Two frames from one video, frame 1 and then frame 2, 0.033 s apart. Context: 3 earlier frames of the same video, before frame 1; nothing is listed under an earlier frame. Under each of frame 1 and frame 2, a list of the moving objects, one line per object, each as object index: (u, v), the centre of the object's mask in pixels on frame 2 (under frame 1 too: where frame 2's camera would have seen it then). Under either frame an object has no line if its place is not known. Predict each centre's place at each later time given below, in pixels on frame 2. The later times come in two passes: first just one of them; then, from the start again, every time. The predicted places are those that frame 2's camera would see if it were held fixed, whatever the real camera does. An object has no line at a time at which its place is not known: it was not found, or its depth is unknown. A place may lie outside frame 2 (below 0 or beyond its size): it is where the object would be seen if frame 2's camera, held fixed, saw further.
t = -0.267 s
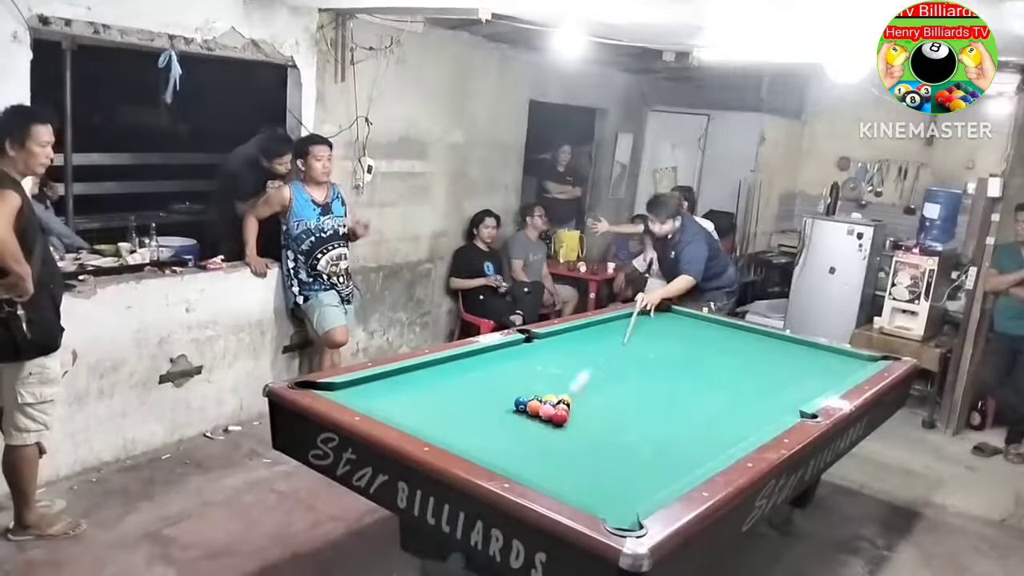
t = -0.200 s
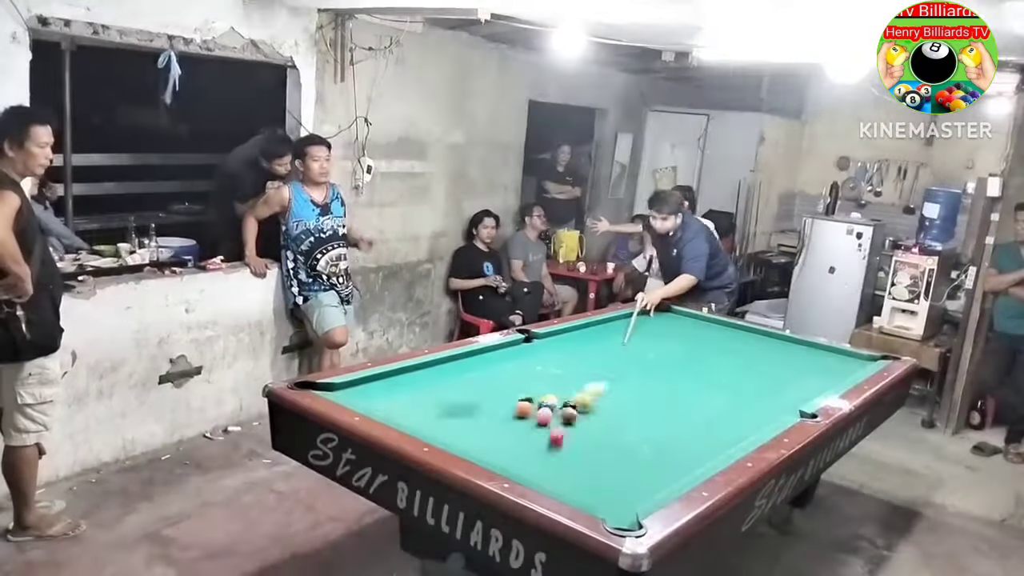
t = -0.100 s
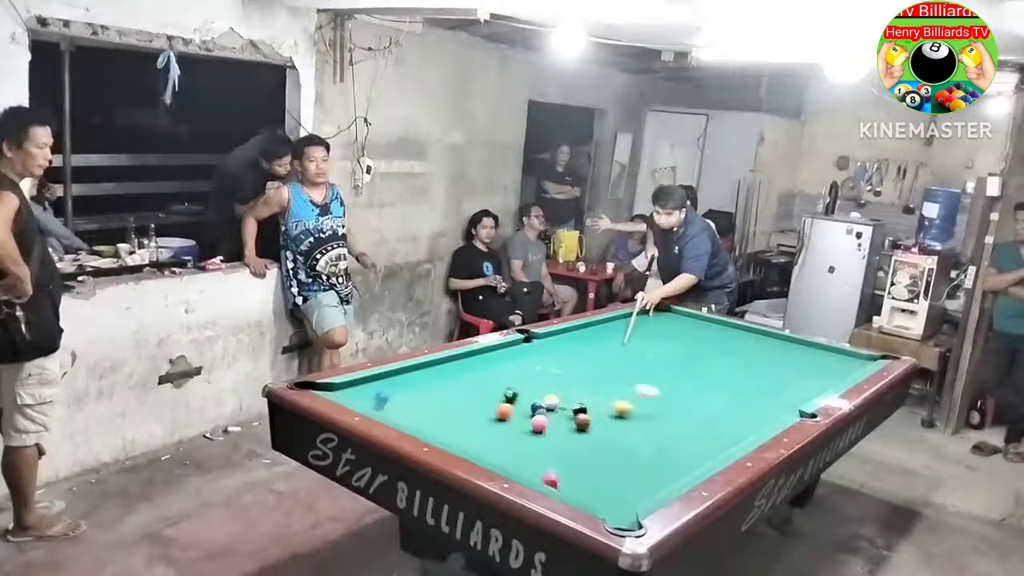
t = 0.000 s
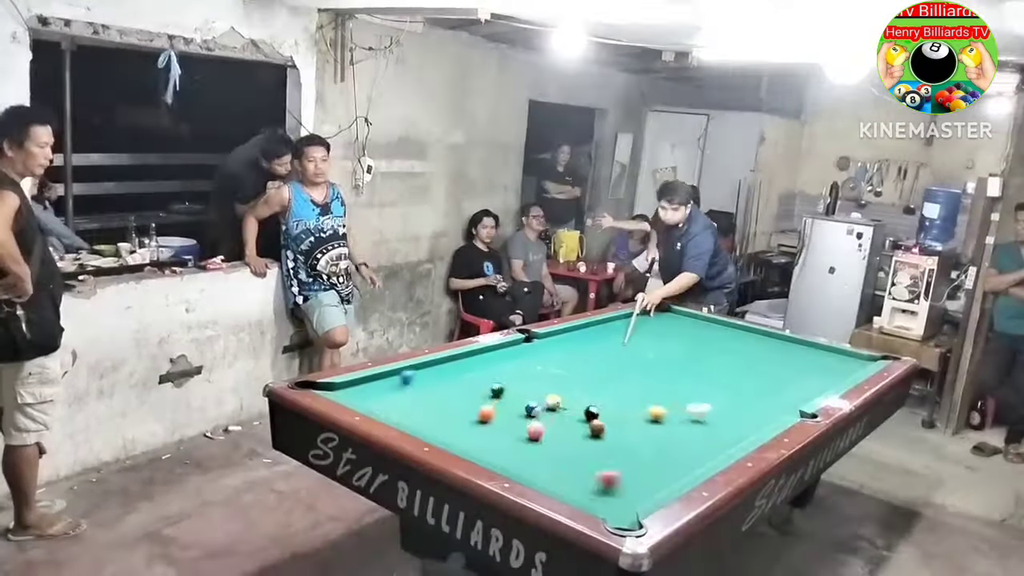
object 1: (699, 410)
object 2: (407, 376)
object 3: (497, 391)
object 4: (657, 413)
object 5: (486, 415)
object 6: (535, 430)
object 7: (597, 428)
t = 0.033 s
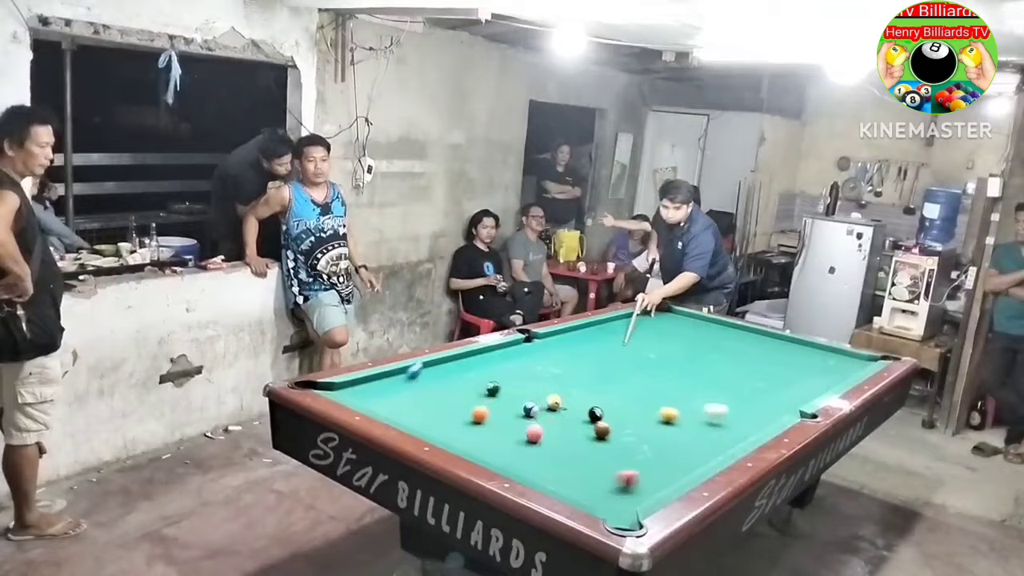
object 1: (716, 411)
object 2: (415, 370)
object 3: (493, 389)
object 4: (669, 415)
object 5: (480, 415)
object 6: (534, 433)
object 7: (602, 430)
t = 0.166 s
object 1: (758, 419)
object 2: (472, 364)
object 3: (475, 382)
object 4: (715, 420)
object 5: (454, 418)
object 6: (528, 442)
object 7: (621, 439)
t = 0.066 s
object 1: (732, 414)
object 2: (424, 365)
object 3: (488, 387)
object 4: (680, 417)
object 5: (473, 416)
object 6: (533, 436)
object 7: (606, 432)
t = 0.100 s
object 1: (749, 419)
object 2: (441, 364)
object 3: (484, 386)
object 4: (692, 418)
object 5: (467, 417)
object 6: (531, 438)
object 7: (611, 435)
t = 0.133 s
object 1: (763, 421)
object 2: (456, 364)
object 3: (480, 384)
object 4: (703, 419)
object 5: (461, 417)
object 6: (530, 440)
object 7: (616, 437)
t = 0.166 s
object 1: (758, 419)
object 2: (472, 364)
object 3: (475, 382)
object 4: (715, 420)
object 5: (454, 418)
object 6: (528, 442)
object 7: (621, 439)
